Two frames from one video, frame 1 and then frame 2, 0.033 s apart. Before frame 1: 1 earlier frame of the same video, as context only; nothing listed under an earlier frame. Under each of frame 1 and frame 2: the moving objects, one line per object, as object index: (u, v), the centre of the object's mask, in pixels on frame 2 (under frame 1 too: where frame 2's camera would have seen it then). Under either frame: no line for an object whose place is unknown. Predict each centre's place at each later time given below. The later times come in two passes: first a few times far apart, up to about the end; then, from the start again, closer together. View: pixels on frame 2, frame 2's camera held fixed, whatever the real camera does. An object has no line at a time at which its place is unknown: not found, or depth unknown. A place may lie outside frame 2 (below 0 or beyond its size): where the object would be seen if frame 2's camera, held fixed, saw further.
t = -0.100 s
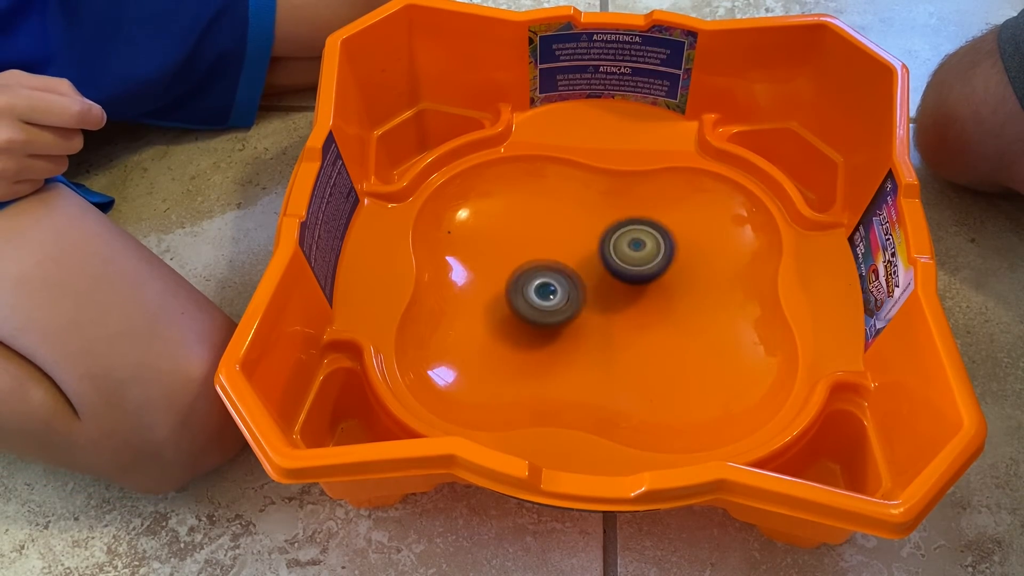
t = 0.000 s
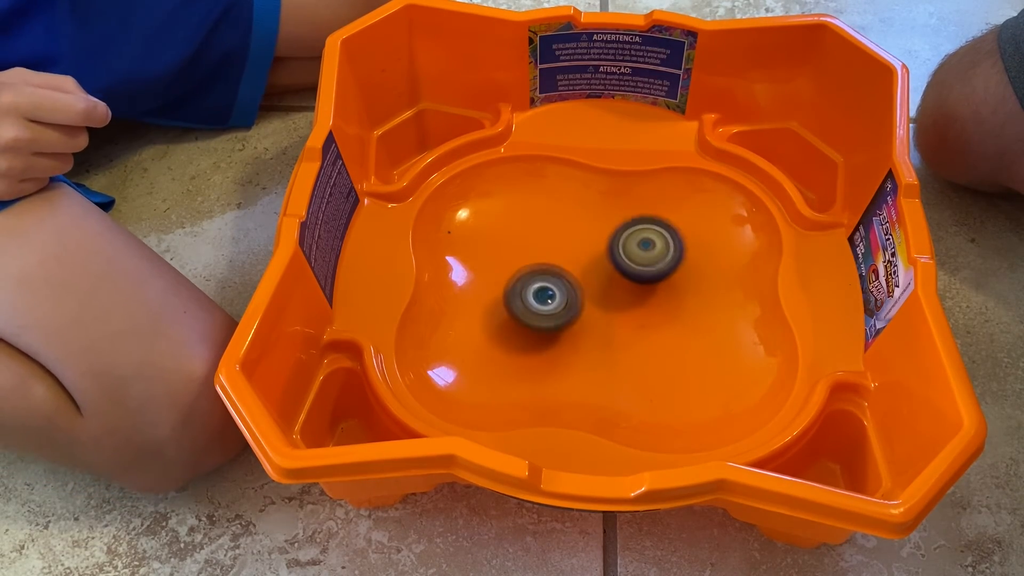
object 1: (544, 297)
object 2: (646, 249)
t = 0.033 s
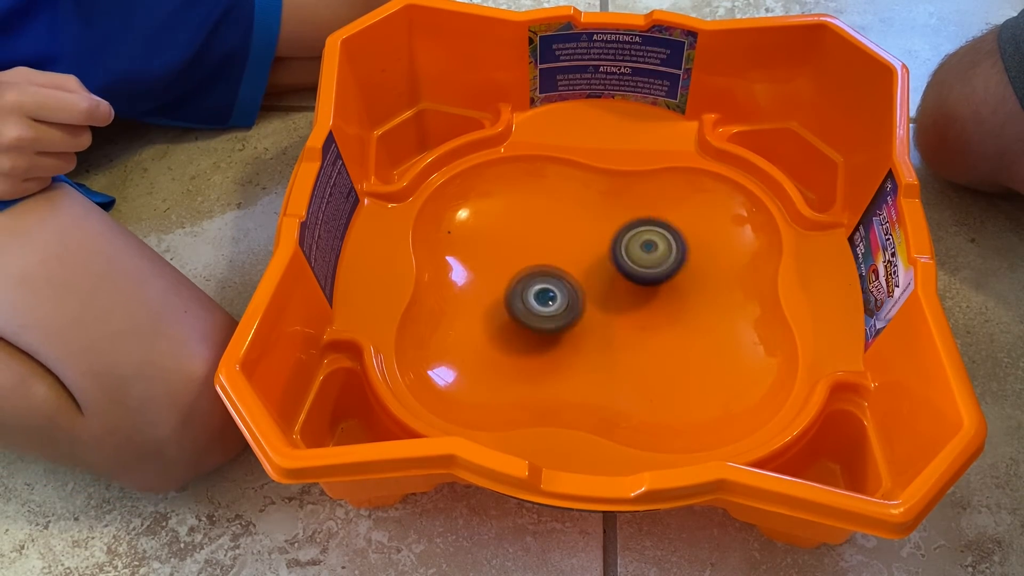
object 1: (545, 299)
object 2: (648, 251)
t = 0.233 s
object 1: (557, 310)
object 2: (642, 274)
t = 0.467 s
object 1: (542, 348)
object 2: (644, 258)
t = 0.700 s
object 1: (546, 340)
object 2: (661, 246)
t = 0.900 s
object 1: (575, 315)
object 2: (654, 259)
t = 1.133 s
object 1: (582, 313)
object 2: (657, 240)
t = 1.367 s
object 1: (593, 286)
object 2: (666, 222)
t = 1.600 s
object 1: (599, 282)
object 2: (677, 225)
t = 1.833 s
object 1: (594, 281)
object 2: (672, 254)
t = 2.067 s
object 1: (570, 297)
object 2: (668, 279)
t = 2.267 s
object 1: (558, 311)
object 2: (663, 302)
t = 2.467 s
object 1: (564, 322)
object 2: (645, 321)
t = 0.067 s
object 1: (546, 301)
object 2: (650, 254)
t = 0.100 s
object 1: (548, 303)
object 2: (650, 257)
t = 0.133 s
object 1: (551, 305)
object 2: (649, 261)
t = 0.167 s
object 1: (553, 306)
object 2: (648, 265)
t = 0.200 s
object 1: (555, 308)
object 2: (645, 270)
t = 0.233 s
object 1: (557, 310)
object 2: (642, 274)
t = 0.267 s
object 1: (559, 312)
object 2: (638, 278)
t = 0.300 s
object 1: (562, 313)
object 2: (634, 282)
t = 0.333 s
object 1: (562, 319)
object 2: (633, 281)
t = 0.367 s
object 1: (555, 330)
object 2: (638, 272)
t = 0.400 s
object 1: (550, 339)
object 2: (640, 265)
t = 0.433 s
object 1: (546, 346)
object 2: (642, 260)
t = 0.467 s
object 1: (542, 348)
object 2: (644, 258)
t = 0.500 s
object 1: (539, 351)
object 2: (647, 255)
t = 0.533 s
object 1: (538, 352)
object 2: (649, 253)
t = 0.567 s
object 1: (537, 350)
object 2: (652, 250)
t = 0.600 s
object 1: (538, 349)
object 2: (655, 248)
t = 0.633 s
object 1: (540, 346)
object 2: (657, 247)
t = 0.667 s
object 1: (542, 343)
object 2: (659, 246)
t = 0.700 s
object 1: (546, 340)
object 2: (661, 246)
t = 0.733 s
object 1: (549, 336)
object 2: (662, 246)
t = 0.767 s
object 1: (554, 333)
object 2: (662, 247)
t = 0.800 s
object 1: (559, 328)
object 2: (661, 250)
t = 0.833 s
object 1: (564, 324)
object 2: (659, 253)
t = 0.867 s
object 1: (570, 320)
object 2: (656, 256)
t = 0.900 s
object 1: (575, 315)
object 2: (654, 259)
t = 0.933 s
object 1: (580, 311)
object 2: (650, 262)
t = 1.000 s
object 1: (586, 307)
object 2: (647, 265)
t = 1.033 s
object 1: (584, 312)
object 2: (649, 257)
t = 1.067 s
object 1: (583, 313)
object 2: (653, 250)
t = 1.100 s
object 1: (583, 313)
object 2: (655, 244)
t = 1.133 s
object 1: (582, 313)
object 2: (657, 240)
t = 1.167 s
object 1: (582, 310)
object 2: (659, 235)
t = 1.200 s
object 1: (583, 307)
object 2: (660, 232)
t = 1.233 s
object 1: (584, 302)
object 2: (662, 229)
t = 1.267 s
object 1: (587, 298)
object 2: (663, 226)
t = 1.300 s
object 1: (589, 294)
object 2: (664, 224)
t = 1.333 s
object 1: (591, 290)
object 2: (665, 223)
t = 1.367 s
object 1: (593, 286)
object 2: (666, 222)
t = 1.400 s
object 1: (595, 282)
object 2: (668, 223)
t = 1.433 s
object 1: (598, 279)
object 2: (668, 225)
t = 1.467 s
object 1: (601, 275)
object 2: (667, 229)
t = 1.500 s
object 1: (603, 276)
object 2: (667, 230)
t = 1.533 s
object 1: (601, 279)
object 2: (670, 228)
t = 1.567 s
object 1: (600, 280)
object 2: (673, 225)
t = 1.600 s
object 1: (599, 282)
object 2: (677, 225)
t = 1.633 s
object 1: (597, 281)
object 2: (679, 227)
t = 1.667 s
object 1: (597, 282)
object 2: (680, 230)
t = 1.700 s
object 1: (596, 281)
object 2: (680, 234)
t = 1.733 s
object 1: (596, 281)
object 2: (680, 238)
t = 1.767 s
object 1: (595, 281)
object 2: (678, 243)
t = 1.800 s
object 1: (594, 281)
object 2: (676, 248)
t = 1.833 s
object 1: (594, 281)
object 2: (672, 254)
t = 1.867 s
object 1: (594, 282)
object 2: (669, 259)
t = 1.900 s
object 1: (591, 284)
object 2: (667, 263)
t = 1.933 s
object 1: (590, 285)
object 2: (667, 267)
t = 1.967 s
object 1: (588, 287)
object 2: (665, 271)
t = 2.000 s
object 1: (584, 289)
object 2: (665, 274)
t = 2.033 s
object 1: (576, 294)
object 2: (667, 276)
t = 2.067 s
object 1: (570, 297)
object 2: (668, 279)
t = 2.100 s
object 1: (566, 300)
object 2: (668, 283)
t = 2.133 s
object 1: (562, 303)
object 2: (668, 287)
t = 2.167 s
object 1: (560, 305)
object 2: (668, 291)
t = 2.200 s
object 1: (558, 307)
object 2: (667, 294)
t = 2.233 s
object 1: (558, 309)
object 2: (665, 298)
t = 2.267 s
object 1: (558, 311)
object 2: (663, 302)
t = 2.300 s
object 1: (558, 313)
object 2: (662, 306)
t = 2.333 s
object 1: (559, 315)
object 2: (659, 309)
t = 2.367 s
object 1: (561, 317)
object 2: (655, 312)
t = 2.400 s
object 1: (563, 319)
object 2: (652, 315)
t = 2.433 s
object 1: (564, 321)
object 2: (648, 319)
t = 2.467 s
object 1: (564, 322)
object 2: (645, 321)
